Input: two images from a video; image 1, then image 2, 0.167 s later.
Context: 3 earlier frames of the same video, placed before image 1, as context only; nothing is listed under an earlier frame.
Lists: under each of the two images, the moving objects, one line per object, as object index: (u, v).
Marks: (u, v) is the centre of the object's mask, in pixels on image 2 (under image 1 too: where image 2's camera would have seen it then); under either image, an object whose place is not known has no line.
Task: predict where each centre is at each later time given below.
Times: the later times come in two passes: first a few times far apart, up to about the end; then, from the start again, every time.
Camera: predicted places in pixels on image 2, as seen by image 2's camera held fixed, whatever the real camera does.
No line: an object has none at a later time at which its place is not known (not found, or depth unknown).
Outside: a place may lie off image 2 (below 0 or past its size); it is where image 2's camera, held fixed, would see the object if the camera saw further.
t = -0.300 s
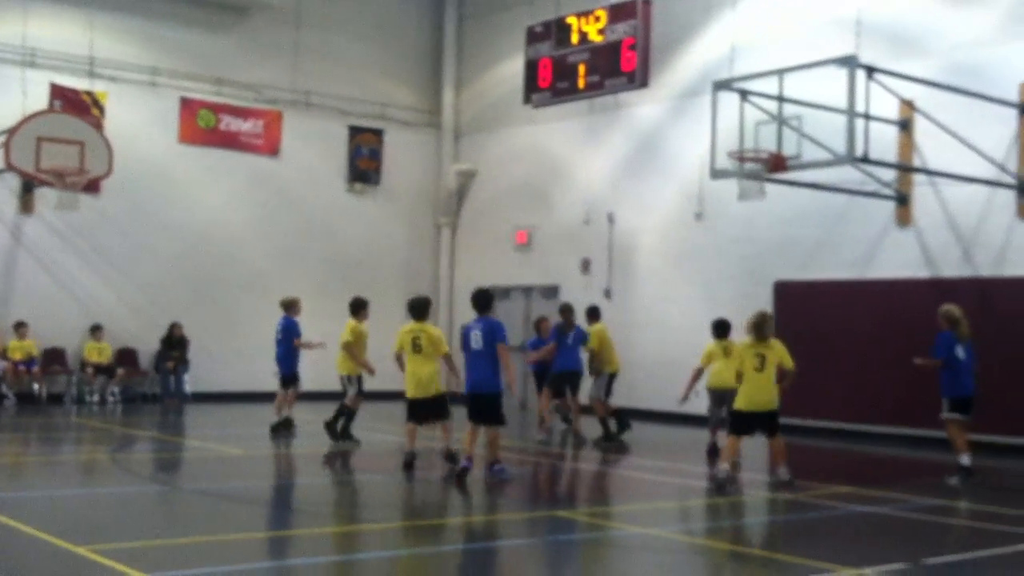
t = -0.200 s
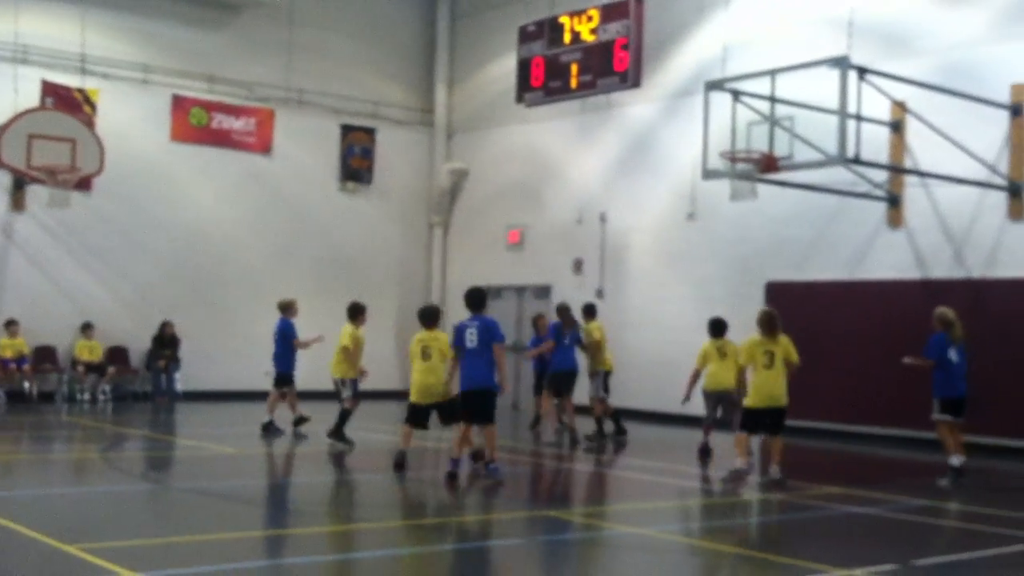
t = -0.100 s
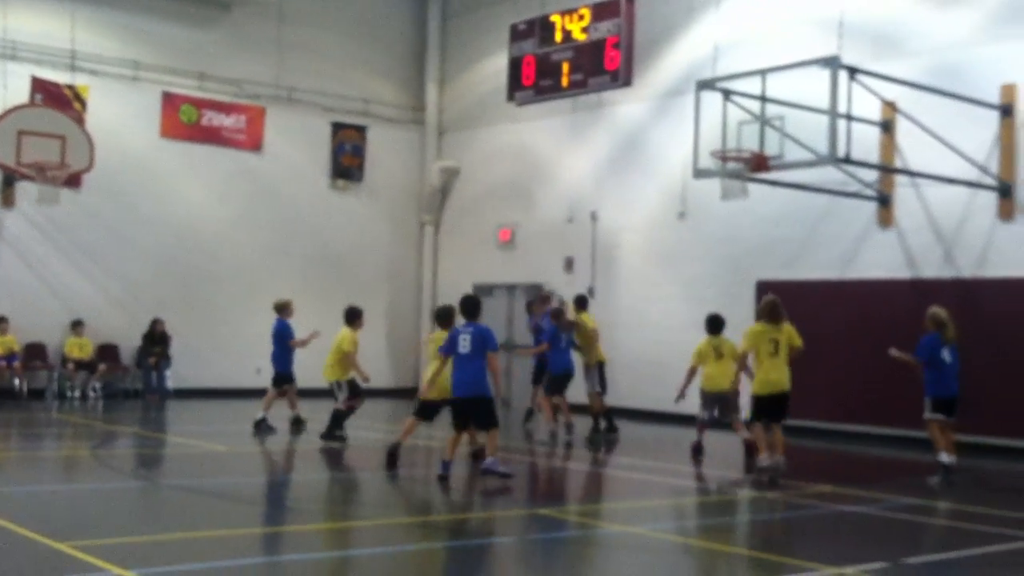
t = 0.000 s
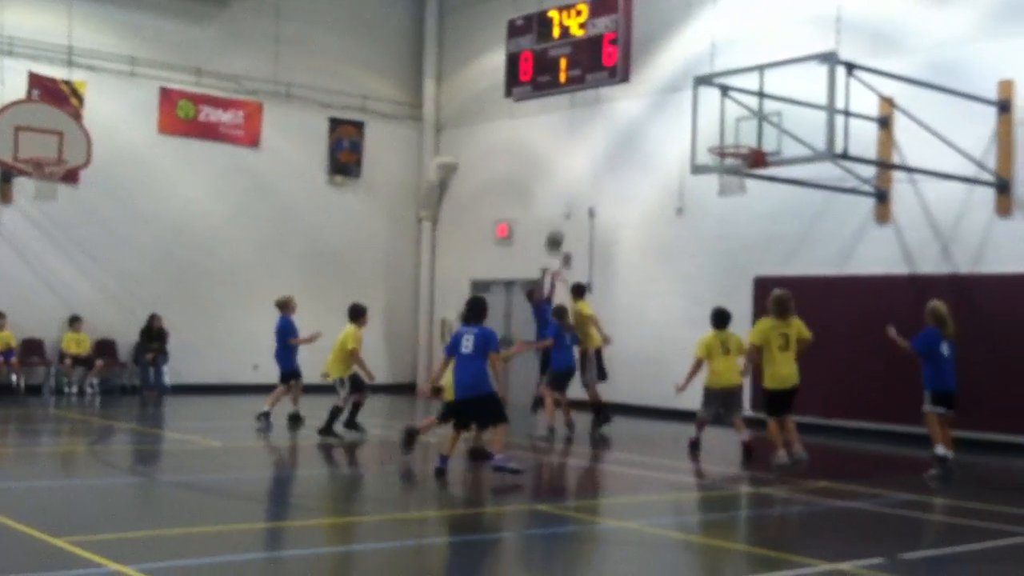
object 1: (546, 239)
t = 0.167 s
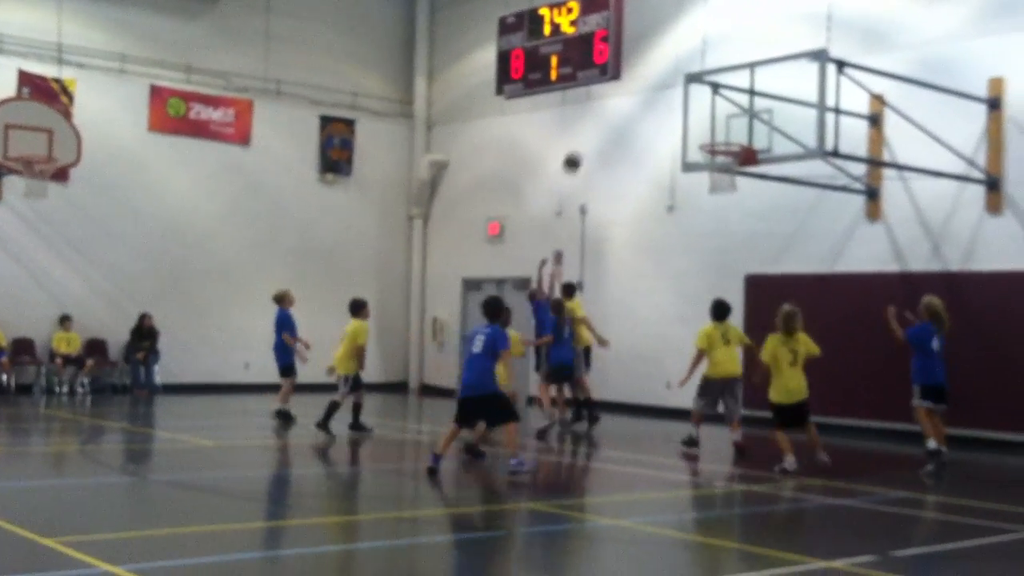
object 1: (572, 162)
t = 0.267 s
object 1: (588, 123)
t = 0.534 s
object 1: (633, 56)
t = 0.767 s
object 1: (674, 44)
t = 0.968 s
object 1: (712, 76)
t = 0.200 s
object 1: (577, 149)
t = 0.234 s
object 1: (583, 135)
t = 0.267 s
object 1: (588, 123)
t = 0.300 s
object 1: (593, 113)
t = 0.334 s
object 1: (599, 102)
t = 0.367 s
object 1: (605, 93)
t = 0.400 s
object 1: (610, 85)
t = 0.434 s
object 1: (616, 76)
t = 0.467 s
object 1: (622, 70)
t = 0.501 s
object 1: (628, 62)
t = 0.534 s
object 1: (633, 56)
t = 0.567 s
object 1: (639, 52)
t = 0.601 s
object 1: (644, 48)
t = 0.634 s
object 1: (650, 45)
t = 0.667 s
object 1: (657, 43)
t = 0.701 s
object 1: (663, 43)
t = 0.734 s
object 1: (669, 43)
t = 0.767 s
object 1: (674, 44)
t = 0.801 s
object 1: (681, 47)
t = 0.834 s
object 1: (687, 50)
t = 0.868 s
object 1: (693, 54)
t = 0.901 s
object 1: (699, 59)
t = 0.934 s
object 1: (706, 66)
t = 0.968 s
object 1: (712, 76)
